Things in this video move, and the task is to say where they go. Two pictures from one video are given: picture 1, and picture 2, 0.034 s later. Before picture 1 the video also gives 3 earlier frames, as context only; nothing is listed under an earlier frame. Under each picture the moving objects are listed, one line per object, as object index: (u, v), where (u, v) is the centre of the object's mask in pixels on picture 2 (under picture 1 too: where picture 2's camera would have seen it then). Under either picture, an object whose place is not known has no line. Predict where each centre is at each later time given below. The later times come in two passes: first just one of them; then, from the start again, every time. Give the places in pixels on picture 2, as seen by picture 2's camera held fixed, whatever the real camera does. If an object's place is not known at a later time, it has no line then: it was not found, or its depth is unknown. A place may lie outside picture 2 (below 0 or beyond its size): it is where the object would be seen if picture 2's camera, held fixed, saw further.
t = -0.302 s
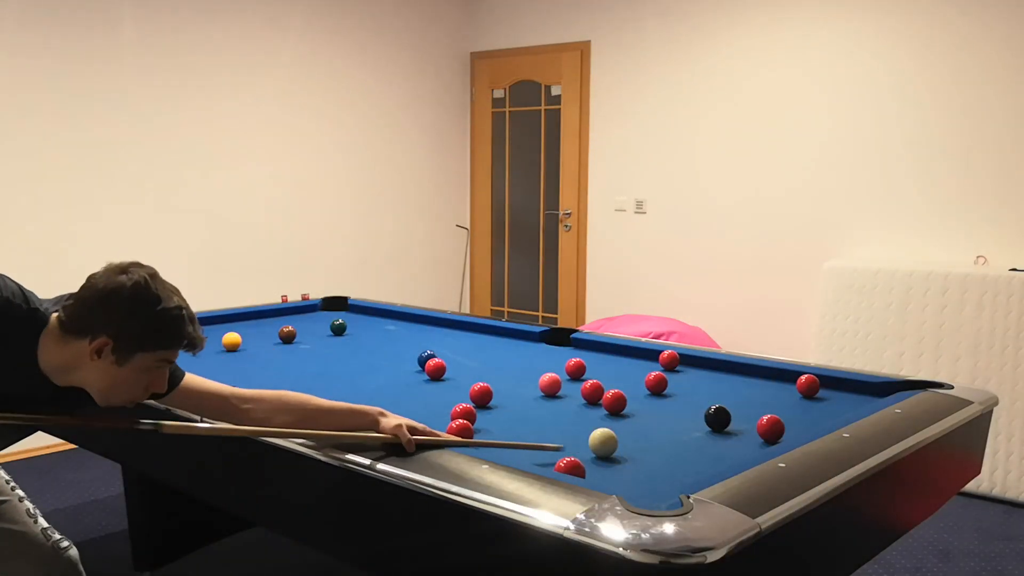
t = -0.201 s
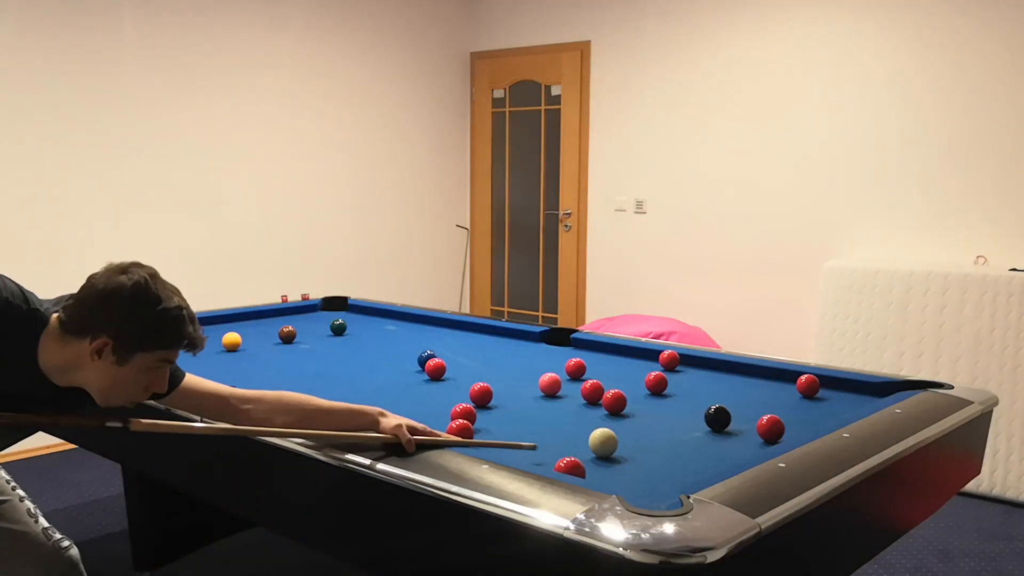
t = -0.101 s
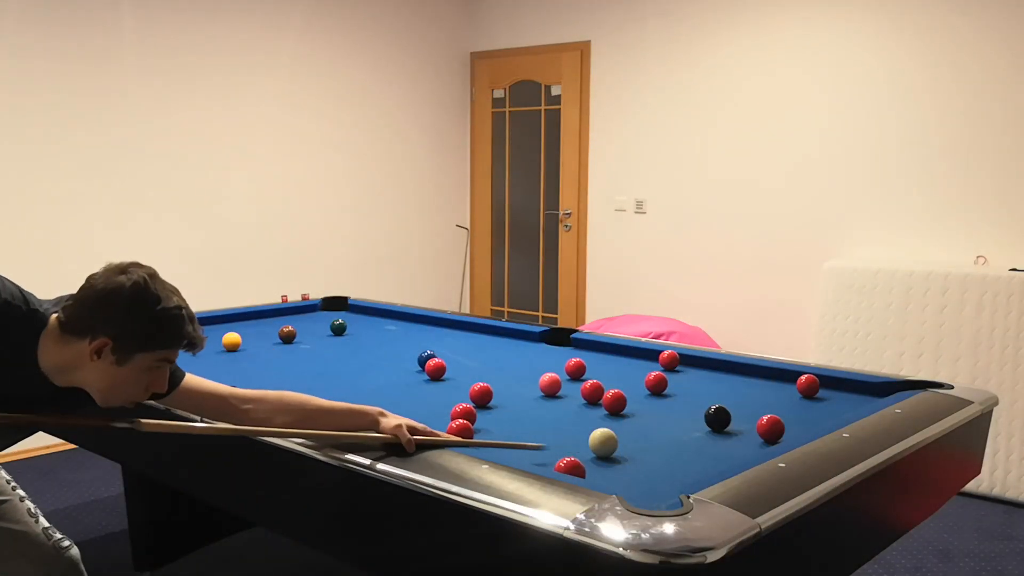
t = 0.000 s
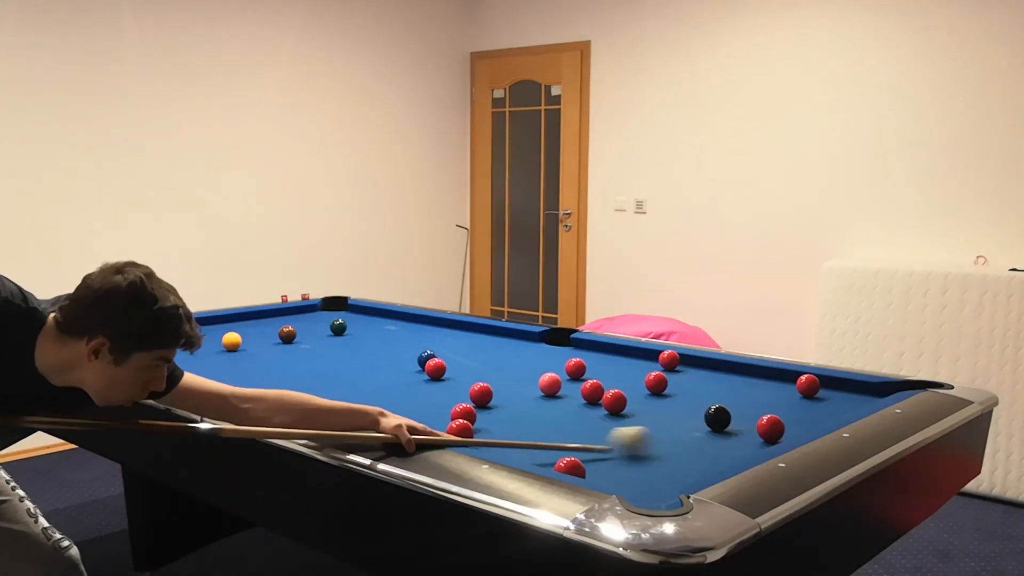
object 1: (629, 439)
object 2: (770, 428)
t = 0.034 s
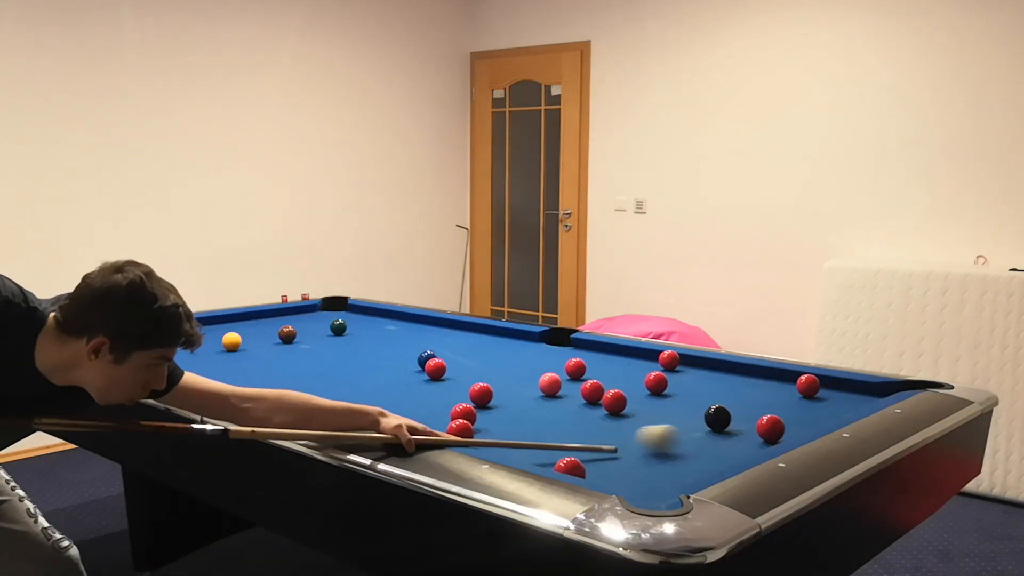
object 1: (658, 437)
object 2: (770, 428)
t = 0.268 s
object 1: (772, 434)
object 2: (796, 421)
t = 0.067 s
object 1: (683, 436)
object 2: (770, 428)
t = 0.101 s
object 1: (705, 433)
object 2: (770, 428)
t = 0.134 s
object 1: (730, 433)
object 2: (770, 428)
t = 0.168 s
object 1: (750, 433)
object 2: (773, 428)
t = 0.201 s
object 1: (760, 434)
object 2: (781, 425)
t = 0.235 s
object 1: (767, 434)
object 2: (788, 423)
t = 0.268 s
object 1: (772, 434)
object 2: (796, 421)
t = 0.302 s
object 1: (777, 434)
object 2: (803, 418)
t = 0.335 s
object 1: (777, 434)
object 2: (810, 416)
